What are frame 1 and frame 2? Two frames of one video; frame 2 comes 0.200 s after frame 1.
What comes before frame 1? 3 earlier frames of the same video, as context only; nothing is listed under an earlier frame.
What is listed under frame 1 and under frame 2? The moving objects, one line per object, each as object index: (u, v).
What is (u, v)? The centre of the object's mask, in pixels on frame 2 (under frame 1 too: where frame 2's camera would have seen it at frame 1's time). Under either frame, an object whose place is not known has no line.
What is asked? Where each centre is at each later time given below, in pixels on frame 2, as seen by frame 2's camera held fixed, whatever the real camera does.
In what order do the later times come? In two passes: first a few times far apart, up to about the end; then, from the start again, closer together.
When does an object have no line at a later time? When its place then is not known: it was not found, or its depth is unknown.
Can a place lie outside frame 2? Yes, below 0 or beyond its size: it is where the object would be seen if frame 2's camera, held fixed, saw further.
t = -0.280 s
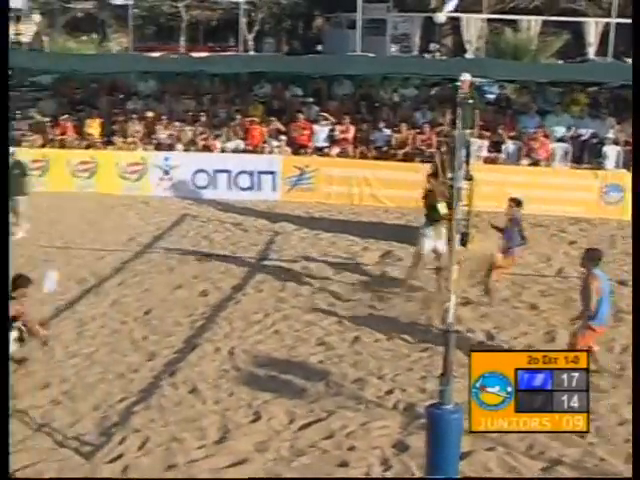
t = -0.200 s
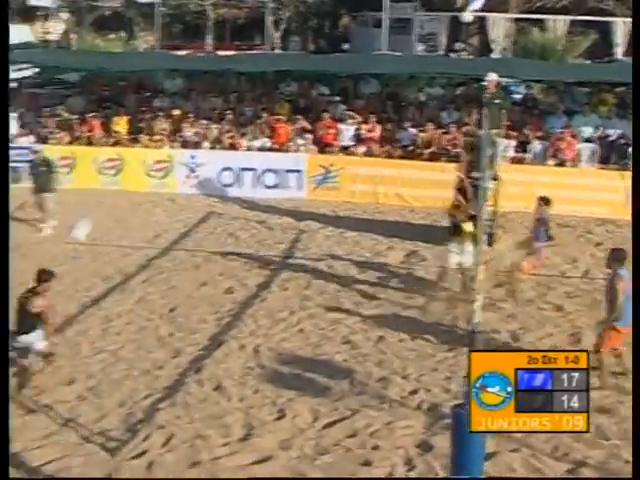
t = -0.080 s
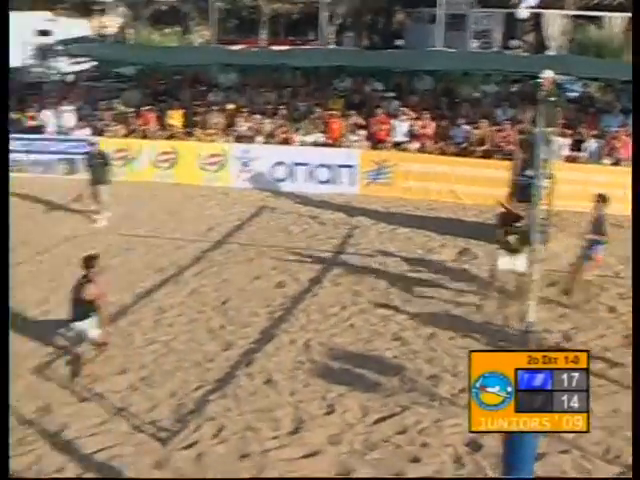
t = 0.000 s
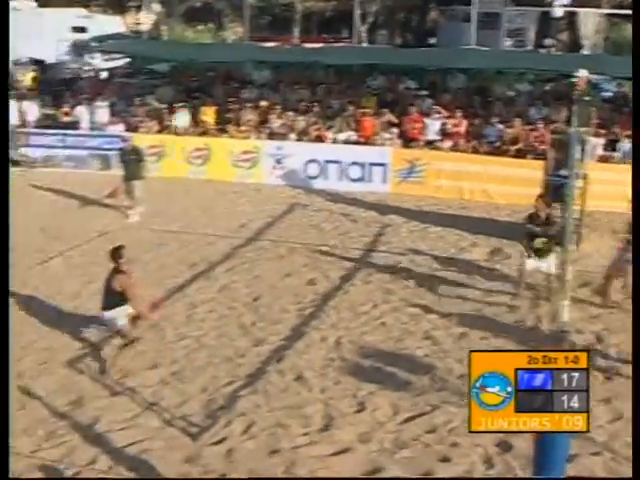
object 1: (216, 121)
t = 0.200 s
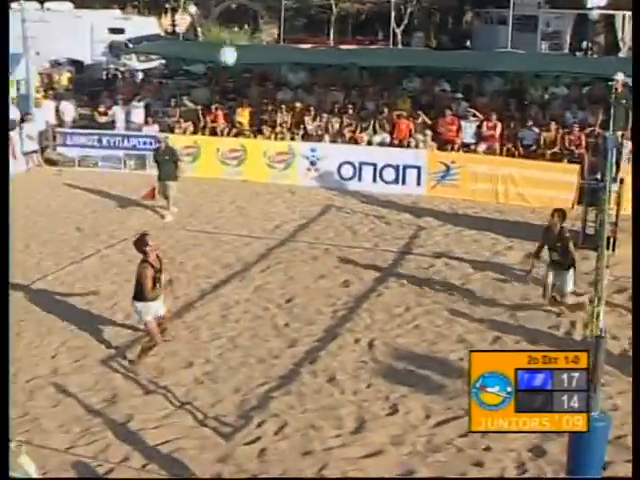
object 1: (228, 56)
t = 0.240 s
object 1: (229, 47)
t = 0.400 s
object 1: (238, 24)
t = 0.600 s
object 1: (247, 29)
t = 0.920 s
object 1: (259, 113)
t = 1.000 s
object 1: (264, 148)
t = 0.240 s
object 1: (229, 47)
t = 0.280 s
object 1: (233, 38)
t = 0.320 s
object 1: (234, 33)
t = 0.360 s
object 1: (236, 28)
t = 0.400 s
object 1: (238, 24)
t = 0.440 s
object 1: (239, 23)
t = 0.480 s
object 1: (241, 23)
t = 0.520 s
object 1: (242, 24)
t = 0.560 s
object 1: (244, 26)
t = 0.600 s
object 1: (247, 29)
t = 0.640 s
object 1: (247, 35)
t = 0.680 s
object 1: (250, 42)
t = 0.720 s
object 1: (252, 50)
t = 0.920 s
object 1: (259, 113)
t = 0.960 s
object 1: (261, 128)
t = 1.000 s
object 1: (264, 148)
